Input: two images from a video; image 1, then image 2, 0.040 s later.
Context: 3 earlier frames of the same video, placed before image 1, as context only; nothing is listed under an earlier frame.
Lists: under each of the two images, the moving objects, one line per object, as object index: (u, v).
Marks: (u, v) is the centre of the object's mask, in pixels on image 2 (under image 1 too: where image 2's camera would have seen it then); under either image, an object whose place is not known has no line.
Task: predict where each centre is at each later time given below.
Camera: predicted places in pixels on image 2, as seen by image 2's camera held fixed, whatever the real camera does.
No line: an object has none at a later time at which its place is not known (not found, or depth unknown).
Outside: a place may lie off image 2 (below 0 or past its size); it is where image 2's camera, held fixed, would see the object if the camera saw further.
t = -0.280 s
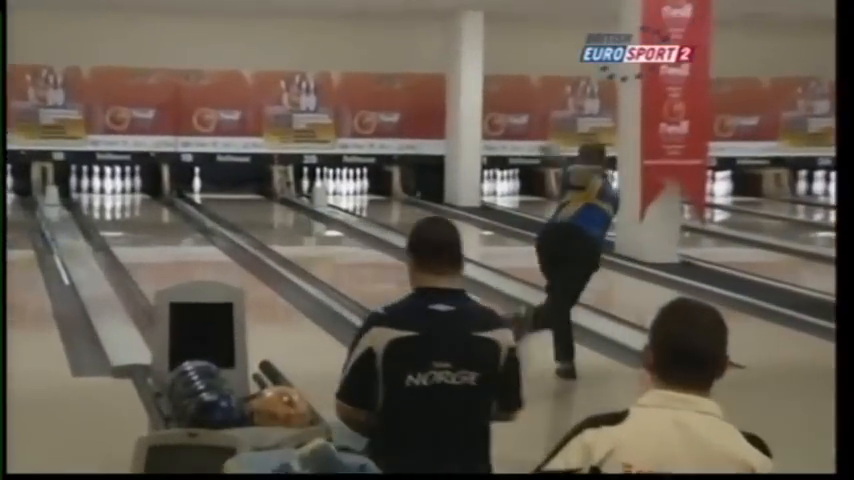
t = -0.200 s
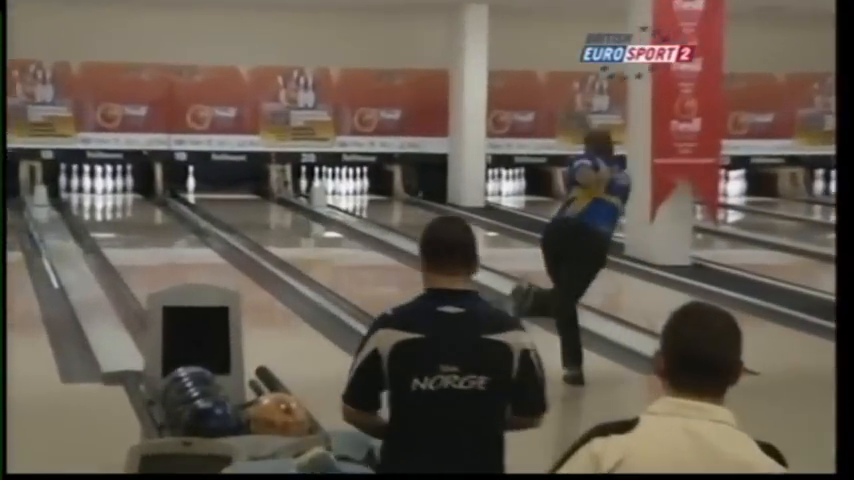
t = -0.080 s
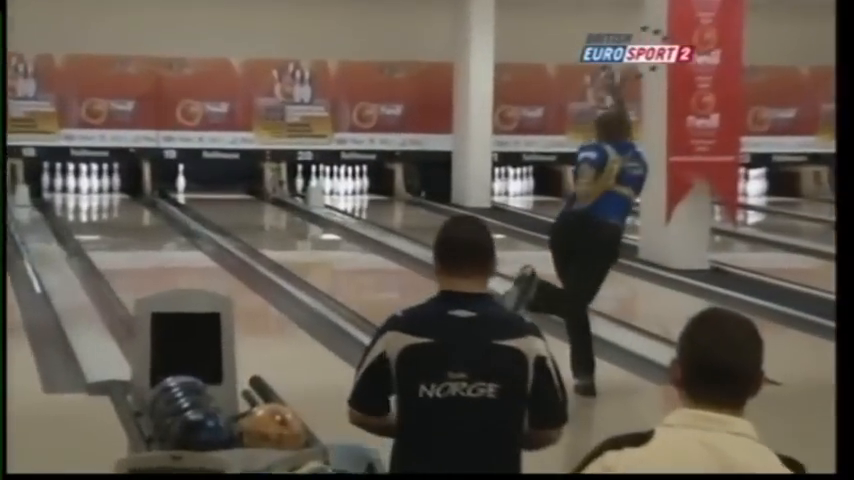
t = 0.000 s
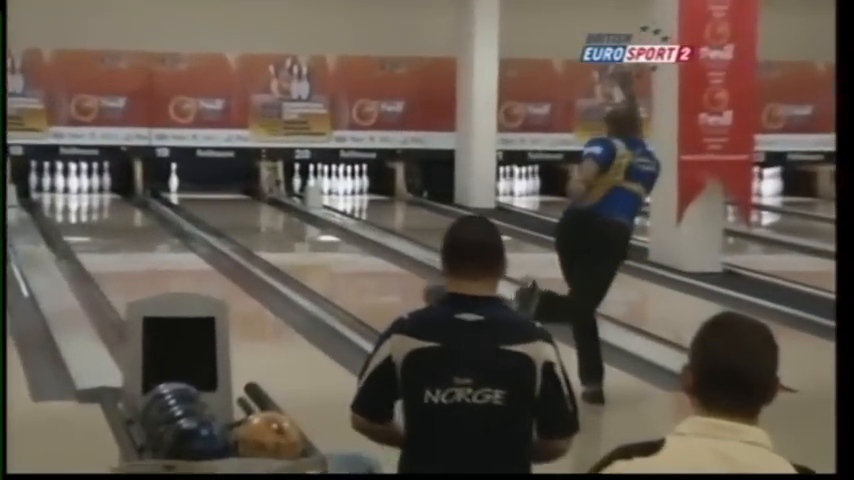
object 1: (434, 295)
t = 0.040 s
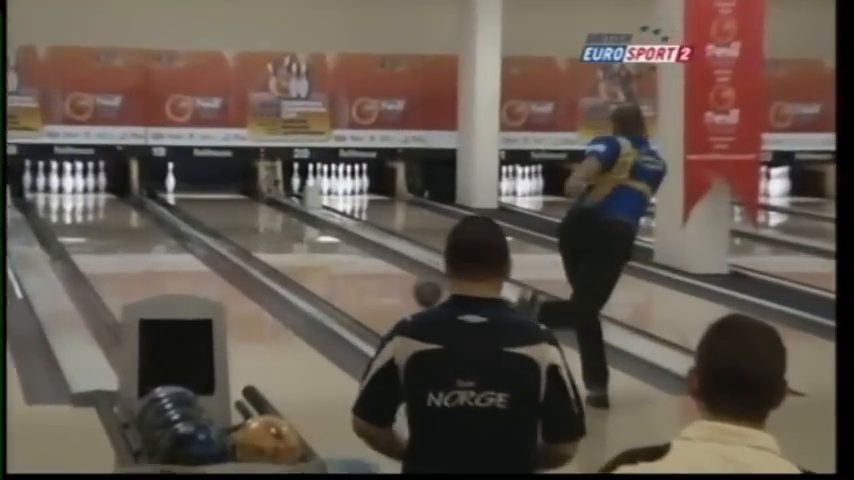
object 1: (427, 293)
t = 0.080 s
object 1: (415, 288)
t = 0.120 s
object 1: (405, 283)
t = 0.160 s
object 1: (394, 279)
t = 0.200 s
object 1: (384, 275)
